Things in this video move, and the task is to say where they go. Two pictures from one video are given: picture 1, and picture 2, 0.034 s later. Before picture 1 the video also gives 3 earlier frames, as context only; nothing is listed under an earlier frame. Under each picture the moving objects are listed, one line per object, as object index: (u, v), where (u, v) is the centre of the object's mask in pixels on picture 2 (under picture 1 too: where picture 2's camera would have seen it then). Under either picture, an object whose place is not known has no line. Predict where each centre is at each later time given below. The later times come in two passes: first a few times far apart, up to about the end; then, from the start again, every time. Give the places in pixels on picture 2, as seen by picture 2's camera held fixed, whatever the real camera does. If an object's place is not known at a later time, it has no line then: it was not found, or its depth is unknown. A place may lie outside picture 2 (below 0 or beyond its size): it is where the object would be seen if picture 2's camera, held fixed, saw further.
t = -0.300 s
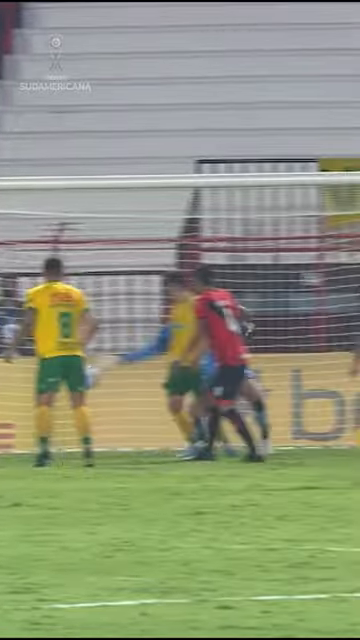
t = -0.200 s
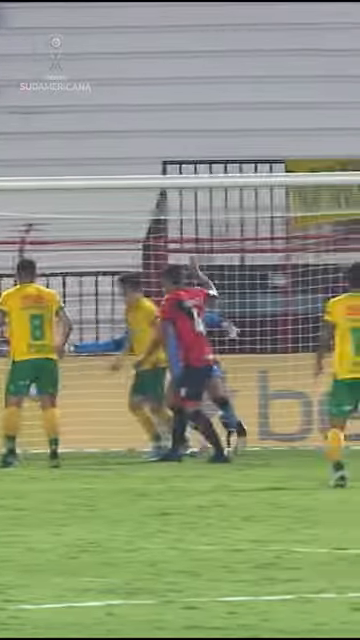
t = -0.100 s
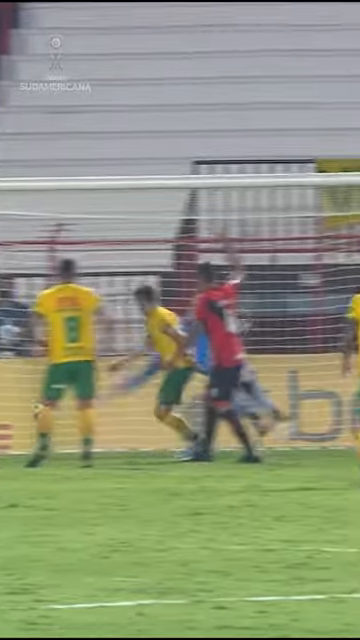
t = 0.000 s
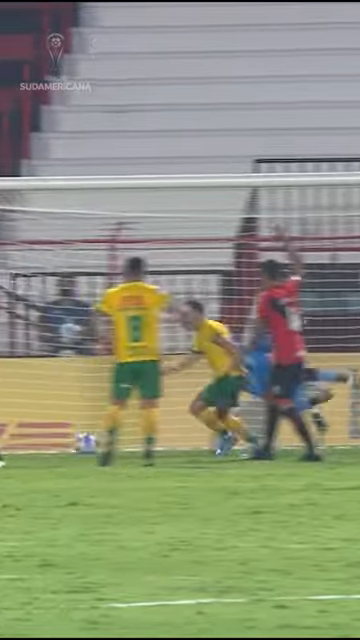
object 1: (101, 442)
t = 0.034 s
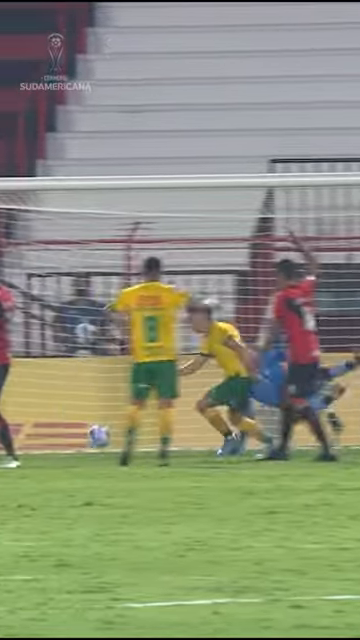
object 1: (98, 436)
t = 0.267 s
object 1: (76, 411)
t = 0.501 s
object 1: (36, 412)
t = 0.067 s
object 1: (94, 429)
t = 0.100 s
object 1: (90, 424)
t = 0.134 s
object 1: (89, 420)
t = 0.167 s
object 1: (85, 416)
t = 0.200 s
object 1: (82, 413)
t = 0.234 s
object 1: (79, 411)
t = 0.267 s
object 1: (76, 411)
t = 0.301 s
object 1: (71, 411)
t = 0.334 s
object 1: (67, 412)
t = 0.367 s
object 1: (62, 413)
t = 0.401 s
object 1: (54, 413)
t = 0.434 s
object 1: (51, 414)
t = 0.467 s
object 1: (43, 413)
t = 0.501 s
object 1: (36, 412)
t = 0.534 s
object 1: (27, 410)
